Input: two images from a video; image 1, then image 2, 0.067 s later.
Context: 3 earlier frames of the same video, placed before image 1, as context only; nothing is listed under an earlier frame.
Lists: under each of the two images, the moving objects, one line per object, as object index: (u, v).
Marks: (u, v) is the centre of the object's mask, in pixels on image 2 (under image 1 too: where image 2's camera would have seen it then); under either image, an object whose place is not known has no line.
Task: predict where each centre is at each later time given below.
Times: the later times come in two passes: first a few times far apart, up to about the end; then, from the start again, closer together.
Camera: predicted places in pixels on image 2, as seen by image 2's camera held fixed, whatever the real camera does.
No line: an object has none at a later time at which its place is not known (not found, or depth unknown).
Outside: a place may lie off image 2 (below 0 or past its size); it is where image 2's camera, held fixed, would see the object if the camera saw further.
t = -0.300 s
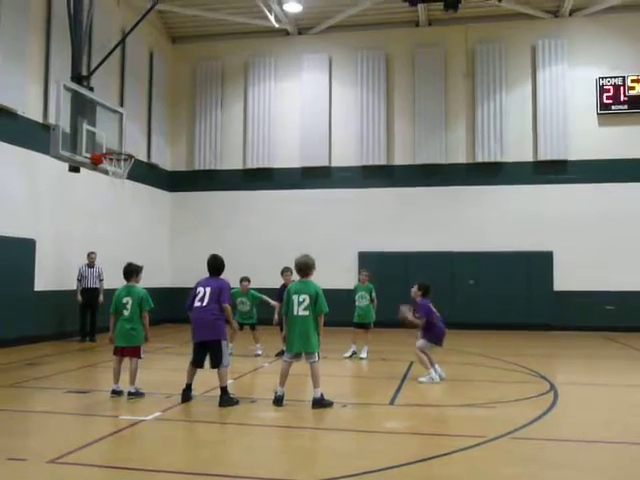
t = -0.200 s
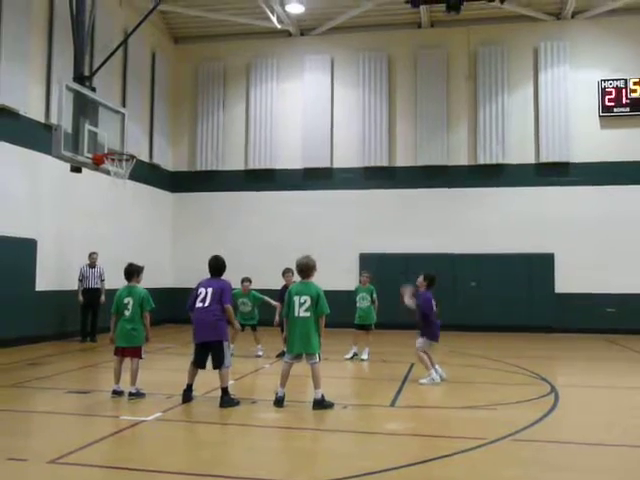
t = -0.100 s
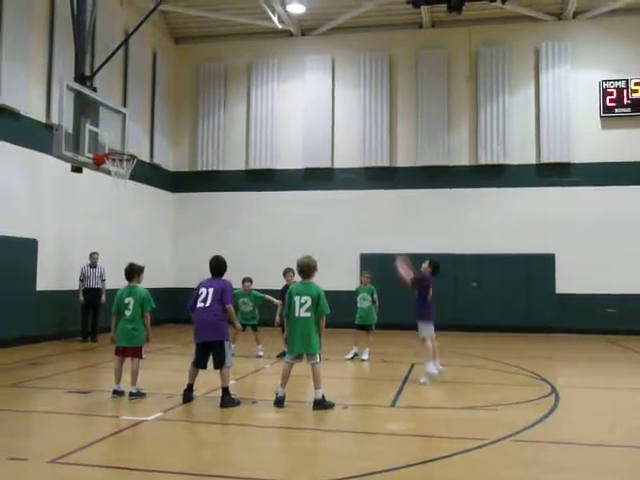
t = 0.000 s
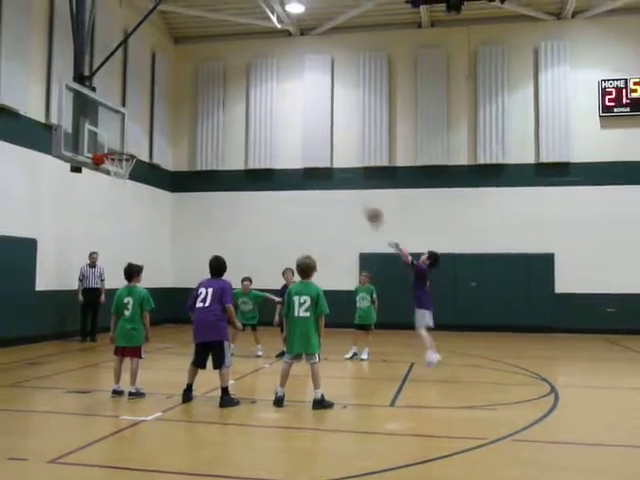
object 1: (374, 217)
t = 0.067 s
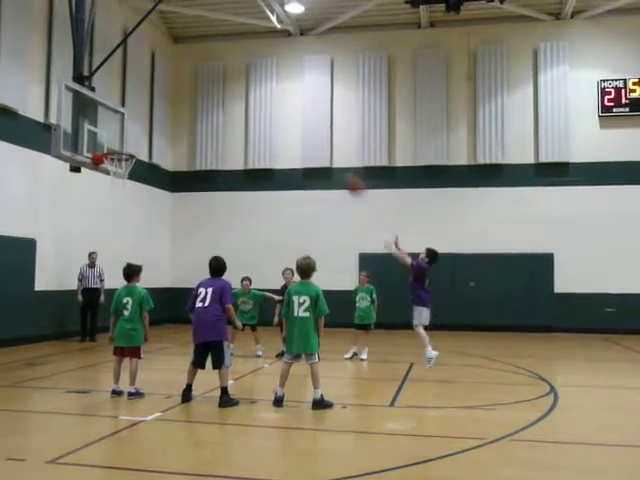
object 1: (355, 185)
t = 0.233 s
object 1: (307, 128)
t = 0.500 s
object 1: (236, 79)
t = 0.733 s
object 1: (178, 79)
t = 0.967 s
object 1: (120, 114)
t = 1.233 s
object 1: (137, 145)
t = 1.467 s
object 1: (205, 174)
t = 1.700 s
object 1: (254, 232)
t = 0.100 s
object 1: (344, 174)
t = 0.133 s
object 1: (336, 160)
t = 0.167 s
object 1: (325, 149)
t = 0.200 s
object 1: (315, 138)
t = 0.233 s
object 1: (307, 128)
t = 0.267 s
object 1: (298, 119)
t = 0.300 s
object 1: (289, 111)
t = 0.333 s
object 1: (280, 104)
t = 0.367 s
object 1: (271, 98)
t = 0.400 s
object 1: (262, 92)
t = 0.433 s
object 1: (253, 88)
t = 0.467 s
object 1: (244, 84)
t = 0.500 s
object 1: (236, 79)
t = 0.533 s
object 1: (227, 78)
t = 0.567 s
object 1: (219, 76)
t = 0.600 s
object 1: (211, 75)
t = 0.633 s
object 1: (202, 75)
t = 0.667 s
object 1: (194, 76)
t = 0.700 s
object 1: (185, 77)
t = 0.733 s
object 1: (178, 79)
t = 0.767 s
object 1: (169, 83)
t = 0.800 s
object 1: (161, 86)
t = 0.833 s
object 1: (152, 91)
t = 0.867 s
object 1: (145, 97)
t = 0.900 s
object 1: (136, 102)
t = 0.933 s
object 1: (128, 107)
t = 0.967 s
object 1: (120, 114)
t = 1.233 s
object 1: (137, 145)
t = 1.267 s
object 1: (146, 147)
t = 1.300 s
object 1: (156, 149)
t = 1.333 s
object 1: (163, 150)
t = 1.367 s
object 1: (172, 154)
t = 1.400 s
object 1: (181, 159)
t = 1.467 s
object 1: (205, 174)
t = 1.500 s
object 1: (206, 175)
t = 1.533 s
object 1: (211, 178)
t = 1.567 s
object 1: (221, 192)
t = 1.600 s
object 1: (230, 200)
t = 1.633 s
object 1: (238, 210)
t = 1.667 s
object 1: (246, 221)
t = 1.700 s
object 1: (254, 232)
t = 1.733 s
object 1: (262, 244)
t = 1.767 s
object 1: (269, 255)
